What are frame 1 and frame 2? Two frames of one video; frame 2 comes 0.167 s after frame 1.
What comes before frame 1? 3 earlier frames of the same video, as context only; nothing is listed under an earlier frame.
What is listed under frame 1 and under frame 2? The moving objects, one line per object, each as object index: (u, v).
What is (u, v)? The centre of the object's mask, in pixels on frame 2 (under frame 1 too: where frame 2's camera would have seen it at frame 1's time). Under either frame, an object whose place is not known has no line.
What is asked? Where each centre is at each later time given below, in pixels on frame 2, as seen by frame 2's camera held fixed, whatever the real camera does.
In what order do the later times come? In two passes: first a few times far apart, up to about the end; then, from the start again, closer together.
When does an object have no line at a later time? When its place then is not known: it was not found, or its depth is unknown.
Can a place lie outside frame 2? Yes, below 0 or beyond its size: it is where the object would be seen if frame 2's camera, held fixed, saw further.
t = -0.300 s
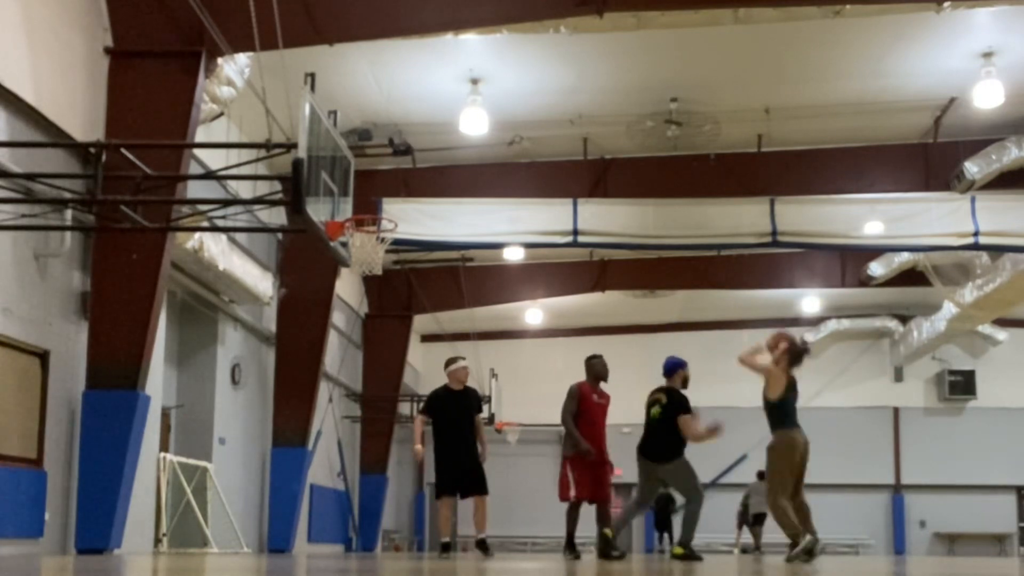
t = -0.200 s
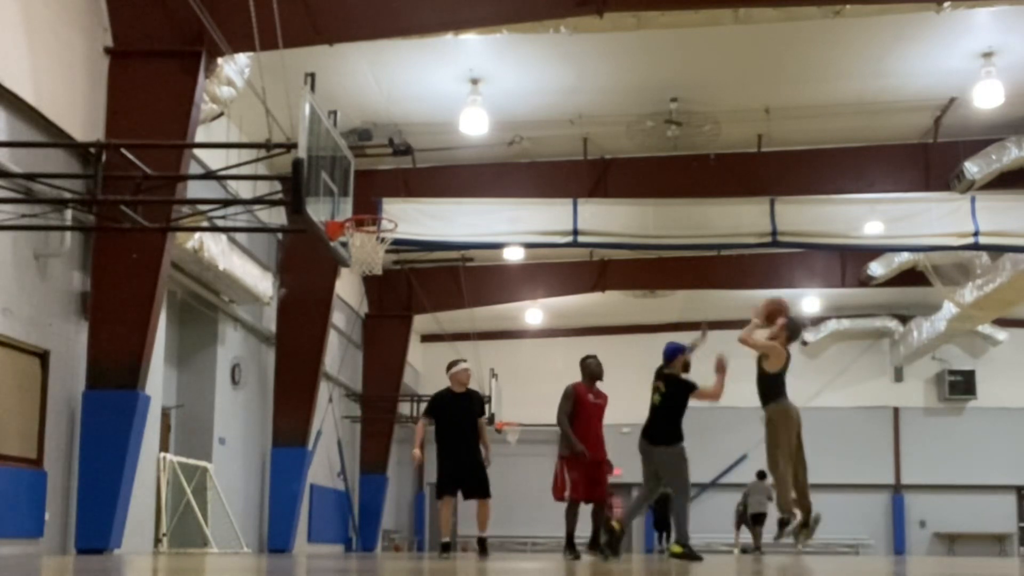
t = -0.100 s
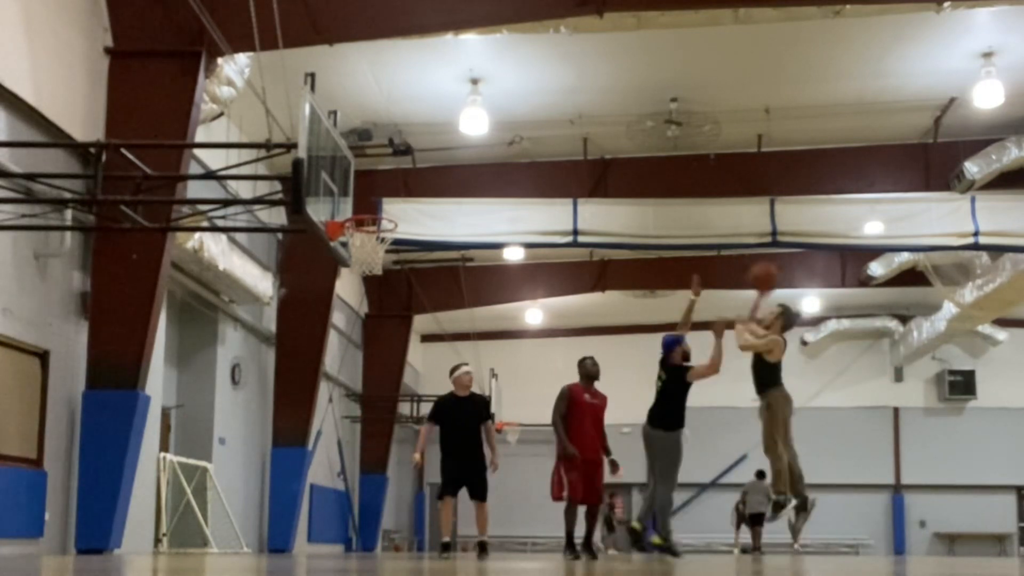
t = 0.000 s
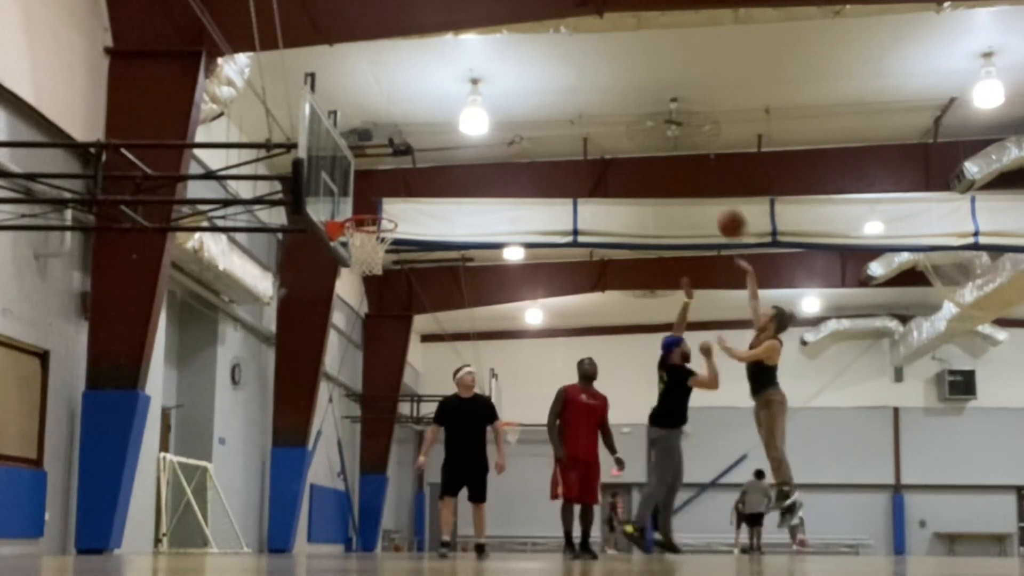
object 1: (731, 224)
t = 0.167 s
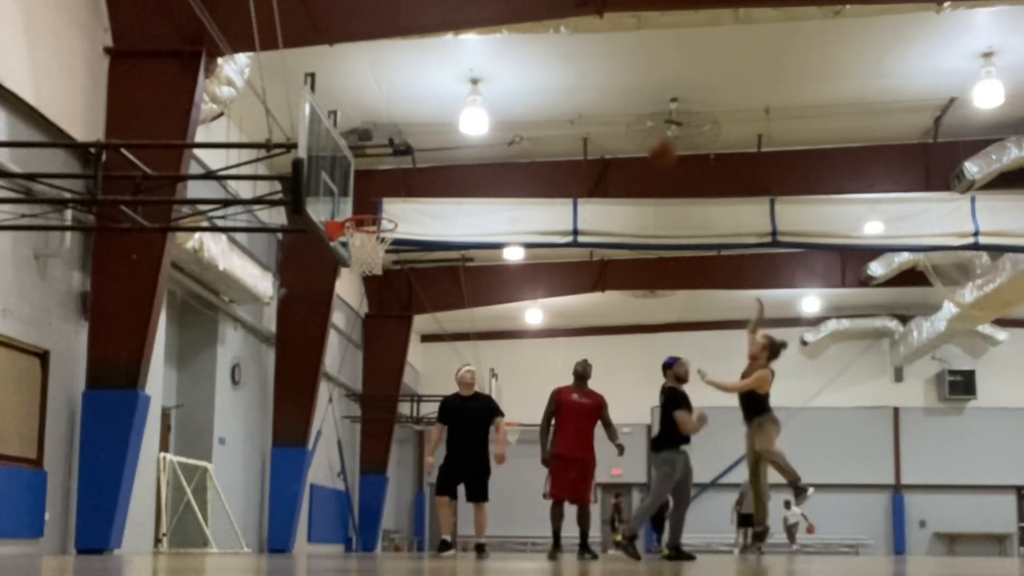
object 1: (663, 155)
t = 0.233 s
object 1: (635, 133)
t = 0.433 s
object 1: (556, 106)
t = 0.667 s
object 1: (466, 130)
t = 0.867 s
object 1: (397, 188)
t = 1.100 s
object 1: (340, 271)
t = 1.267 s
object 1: (321, 331)
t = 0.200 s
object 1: (648, 142)
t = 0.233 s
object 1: (635, 133)
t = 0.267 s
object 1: (621, 126)
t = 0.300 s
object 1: (608, 119)
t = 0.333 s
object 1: (595, 114)
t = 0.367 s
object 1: (582, 110)
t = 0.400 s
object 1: (569, 107)
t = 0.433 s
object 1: (556, 106)
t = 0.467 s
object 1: (543, 105)
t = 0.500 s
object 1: (530, 106)
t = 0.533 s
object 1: (518, 108)
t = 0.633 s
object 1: (483, 121)
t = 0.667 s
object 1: (466, 130)
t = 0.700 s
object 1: (455, 136)
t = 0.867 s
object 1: (397, 188)
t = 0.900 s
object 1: (383, 202)
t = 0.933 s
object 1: (370, 219)
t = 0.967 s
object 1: (360, 233)
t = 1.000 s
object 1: (350, 247)
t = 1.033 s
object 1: (346, 256)
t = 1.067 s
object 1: (343, 261)
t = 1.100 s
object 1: (340, 271)
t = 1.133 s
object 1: (336, 281)
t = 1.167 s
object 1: (332, 293)
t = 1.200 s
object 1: (328, 305)
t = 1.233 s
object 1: (325, 317)
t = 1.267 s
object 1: (321, 331)
